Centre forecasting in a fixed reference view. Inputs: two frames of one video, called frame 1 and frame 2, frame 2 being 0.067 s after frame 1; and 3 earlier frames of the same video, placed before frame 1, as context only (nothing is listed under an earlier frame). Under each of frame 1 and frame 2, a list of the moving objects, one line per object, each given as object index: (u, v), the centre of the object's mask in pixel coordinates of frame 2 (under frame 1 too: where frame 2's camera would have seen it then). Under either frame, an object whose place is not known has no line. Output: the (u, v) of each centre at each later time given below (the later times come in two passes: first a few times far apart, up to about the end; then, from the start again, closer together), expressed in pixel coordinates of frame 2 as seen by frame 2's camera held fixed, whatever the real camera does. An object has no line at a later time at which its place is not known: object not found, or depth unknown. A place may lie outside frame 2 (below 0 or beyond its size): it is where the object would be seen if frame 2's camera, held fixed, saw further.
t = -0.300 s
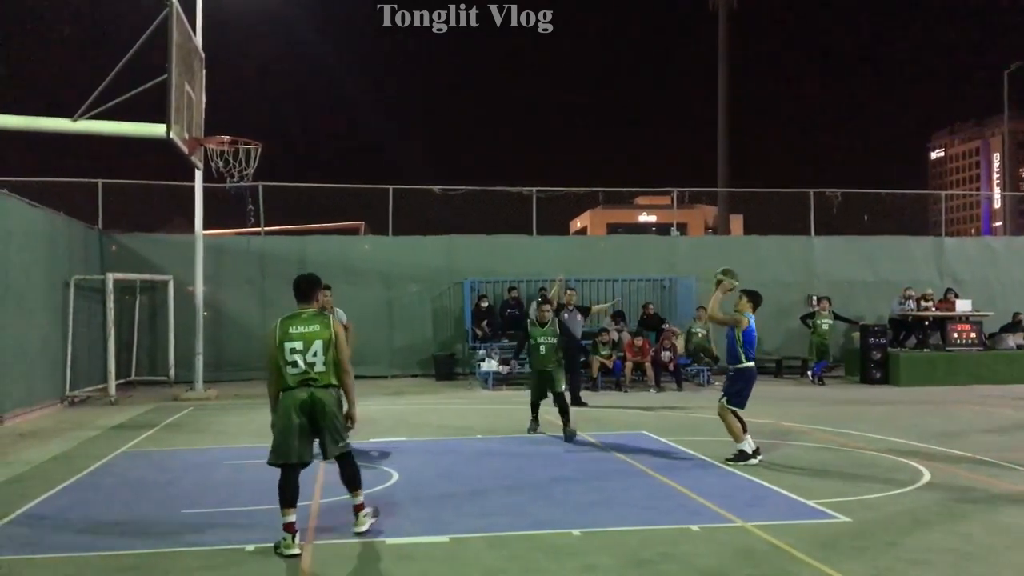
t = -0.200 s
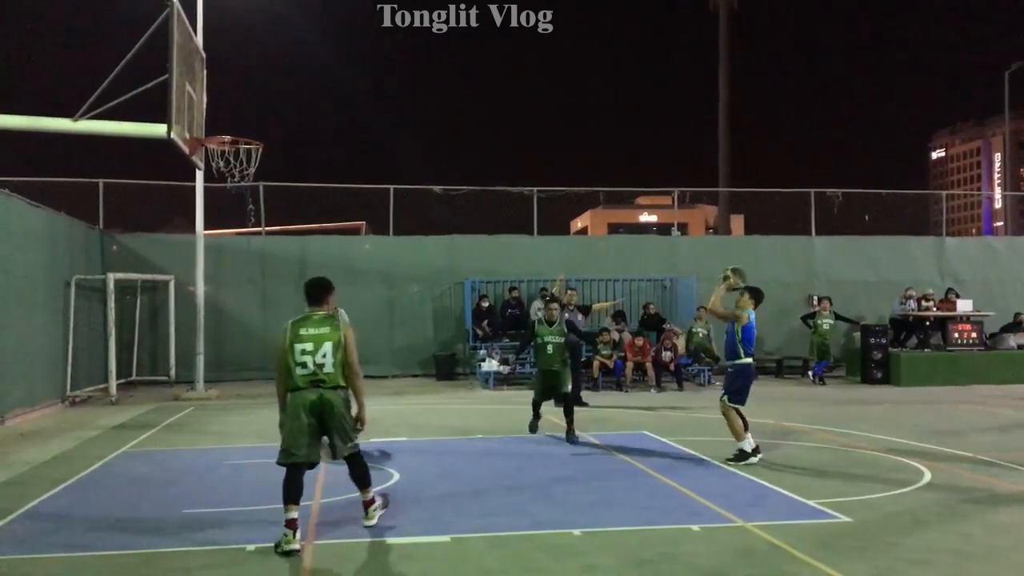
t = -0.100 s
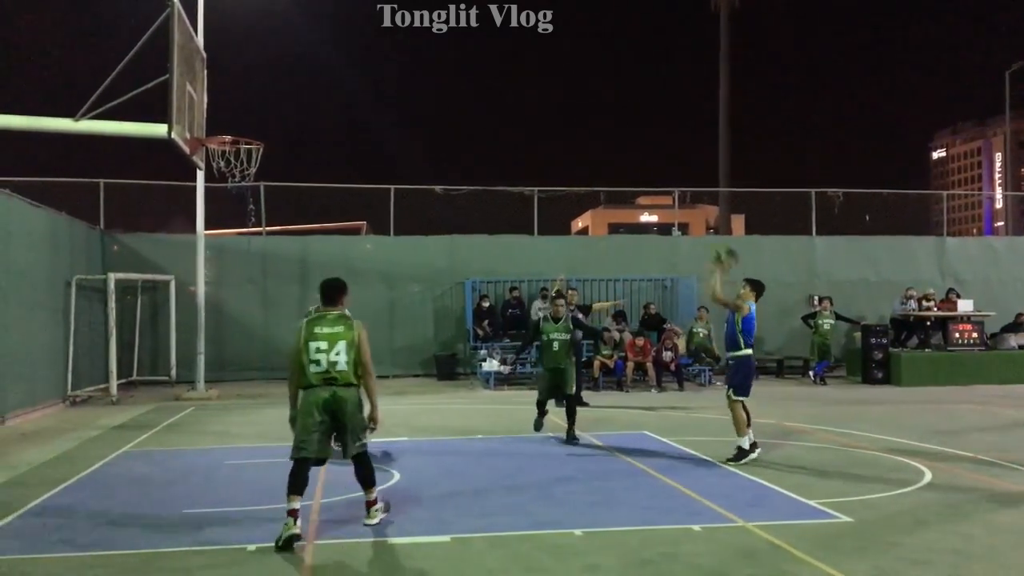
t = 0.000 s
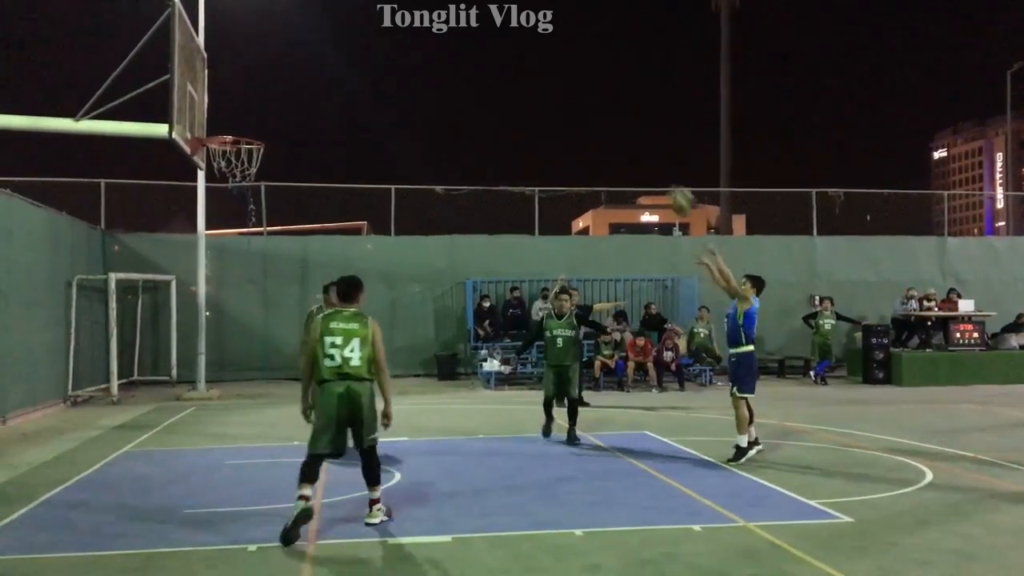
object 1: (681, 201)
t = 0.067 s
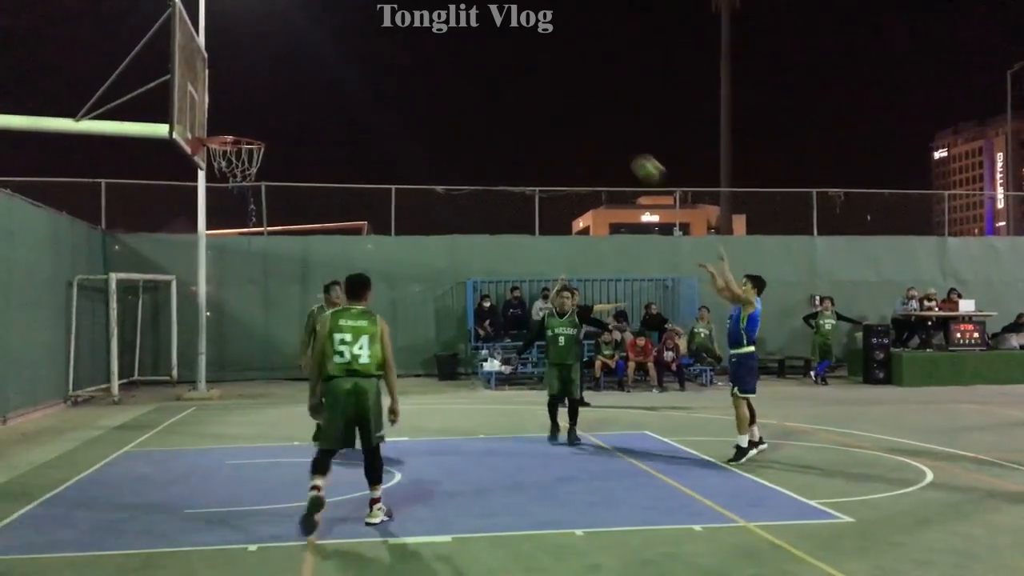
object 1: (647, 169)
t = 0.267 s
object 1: (548, 102)
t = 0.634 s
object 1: (359, 81)
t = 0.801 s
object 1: (270, 119)
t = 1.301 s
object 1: (97, 363)
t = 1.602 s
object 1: (62, 371)
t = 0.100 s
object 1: (631, 155)
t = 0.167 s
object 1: (597, 131)
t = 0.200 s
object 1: (581, 120)
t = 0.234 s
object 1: (565, 111)
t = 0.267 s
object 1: (548, 102)
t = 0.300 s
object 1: (531, 94)
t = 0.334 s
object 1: (514, 87)
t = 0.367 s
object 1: (497, 82)
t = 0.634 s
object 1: (359, 81)
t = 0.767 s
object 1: (287, 109)
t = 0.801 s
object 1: (270, 119)
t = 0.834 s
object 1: (253, 128)
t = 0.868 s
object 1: (237, 142)
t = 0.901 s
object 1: (220, 160)
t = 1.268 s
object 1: (103, 340)
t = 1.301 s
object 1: (97, 363)
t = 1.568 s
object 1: (60, 389)
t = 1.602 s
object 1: (62, 371)
